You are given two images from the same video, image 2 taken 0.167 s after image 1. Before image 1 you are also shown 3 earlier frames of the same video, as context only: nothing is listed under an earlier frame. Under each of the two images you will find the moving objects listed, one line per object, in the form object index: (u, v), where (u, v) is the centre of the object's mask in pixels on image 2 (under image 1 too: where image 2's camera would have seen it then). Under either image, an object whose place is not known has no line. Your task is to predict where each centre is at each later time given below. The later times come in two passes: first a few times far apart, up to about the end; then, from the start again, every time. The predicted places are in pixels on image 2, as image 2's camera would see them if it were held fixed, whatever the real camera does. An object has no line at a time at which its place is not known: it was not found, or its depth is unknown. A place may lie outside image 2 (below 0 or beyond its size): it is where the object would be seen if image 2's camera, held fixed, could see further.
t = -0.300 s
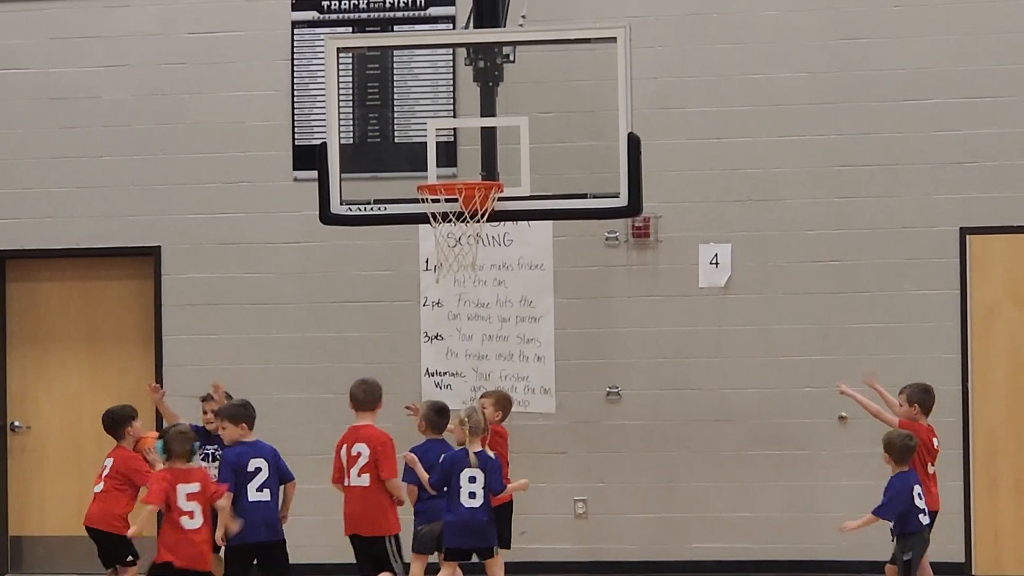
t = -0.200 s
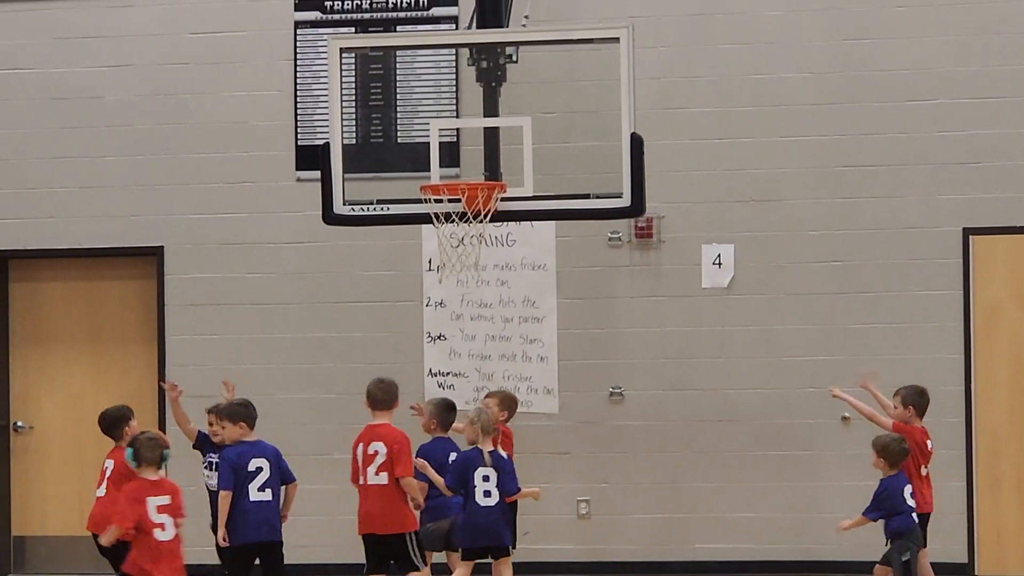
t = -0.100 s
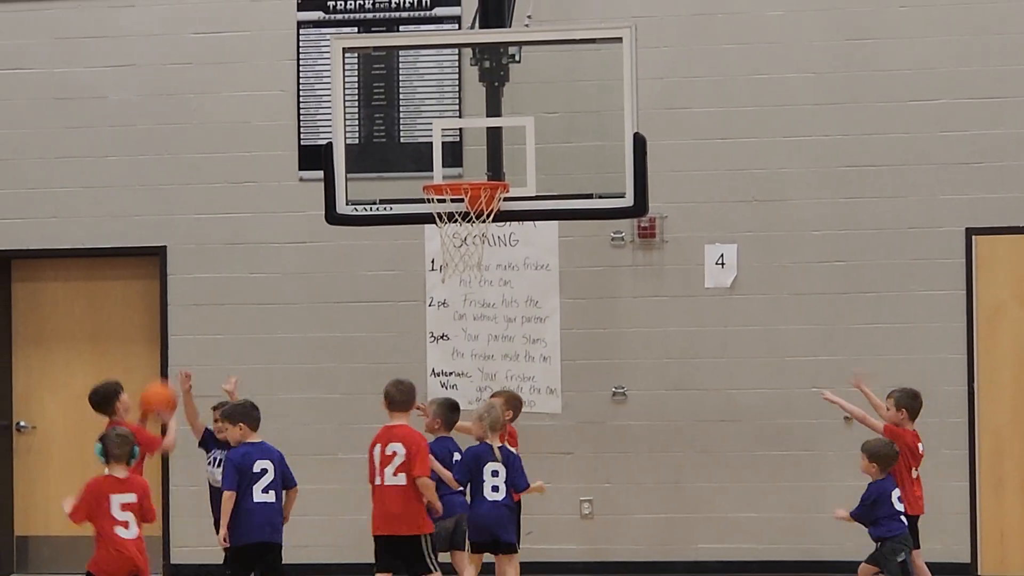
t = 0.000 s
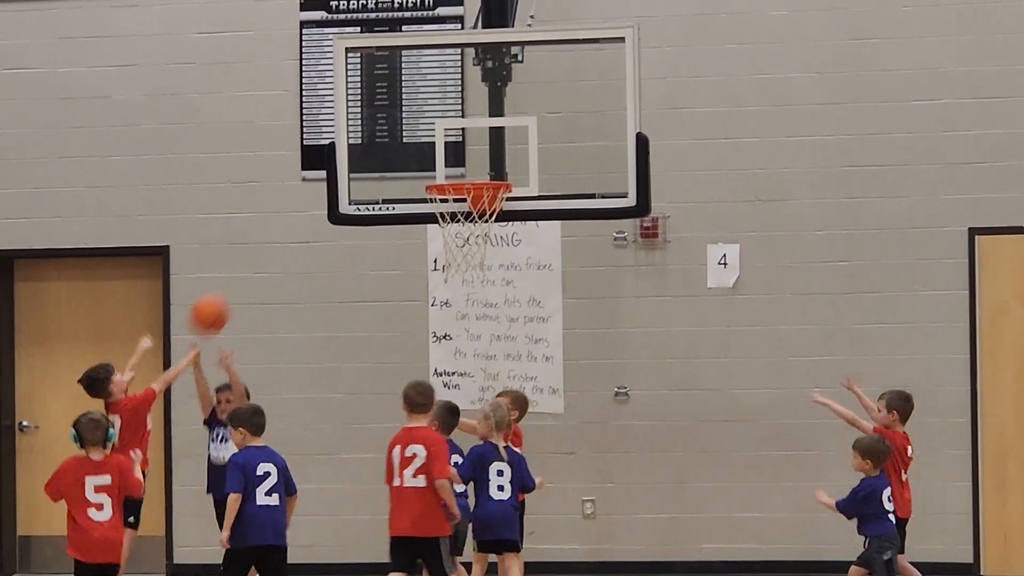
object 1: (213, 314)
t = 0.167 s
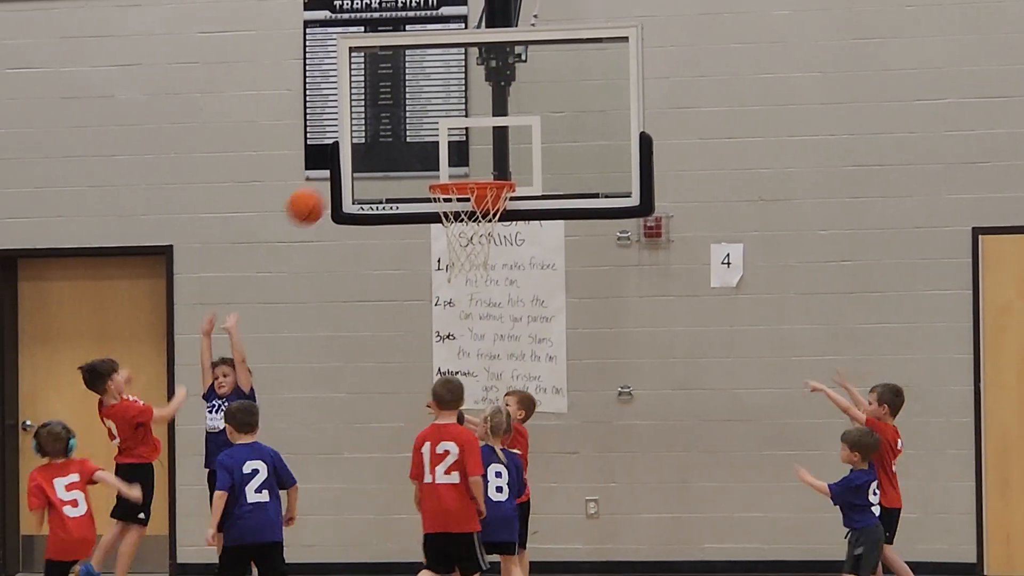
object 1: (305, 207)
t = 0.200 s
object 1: (323, 191)
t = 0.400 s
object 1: (431, 142)
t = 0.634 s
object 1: (553, 171)
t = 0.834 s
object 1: (582, 244)
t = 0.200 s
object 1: (323, 191)
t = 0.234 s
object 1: (342, 178)
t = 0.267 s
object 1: (361, 166)
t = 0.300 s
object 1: (378, 157)
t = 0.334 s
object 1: (396, 151)
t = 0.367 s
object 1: (413, 146)
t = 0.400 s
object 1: (431, 142)
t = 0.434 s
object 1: (449, 140)
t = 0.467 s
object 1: (466, 141)
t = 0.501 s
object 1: (484, 143)
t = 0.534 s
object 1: (501, 147)
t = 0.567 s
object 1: (517, 153)
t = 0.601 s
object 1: (535, 161)
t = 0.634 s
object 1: (553, 171)
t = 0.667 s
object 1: (562, 180)
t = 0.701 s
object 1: (566, 188)
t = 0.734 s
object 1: (570, 200)
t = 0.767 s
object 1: (573, 212)
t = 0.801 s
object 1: (577, 226)
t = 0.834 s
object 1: (582, 244)
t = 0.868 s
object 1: (586, 263)
